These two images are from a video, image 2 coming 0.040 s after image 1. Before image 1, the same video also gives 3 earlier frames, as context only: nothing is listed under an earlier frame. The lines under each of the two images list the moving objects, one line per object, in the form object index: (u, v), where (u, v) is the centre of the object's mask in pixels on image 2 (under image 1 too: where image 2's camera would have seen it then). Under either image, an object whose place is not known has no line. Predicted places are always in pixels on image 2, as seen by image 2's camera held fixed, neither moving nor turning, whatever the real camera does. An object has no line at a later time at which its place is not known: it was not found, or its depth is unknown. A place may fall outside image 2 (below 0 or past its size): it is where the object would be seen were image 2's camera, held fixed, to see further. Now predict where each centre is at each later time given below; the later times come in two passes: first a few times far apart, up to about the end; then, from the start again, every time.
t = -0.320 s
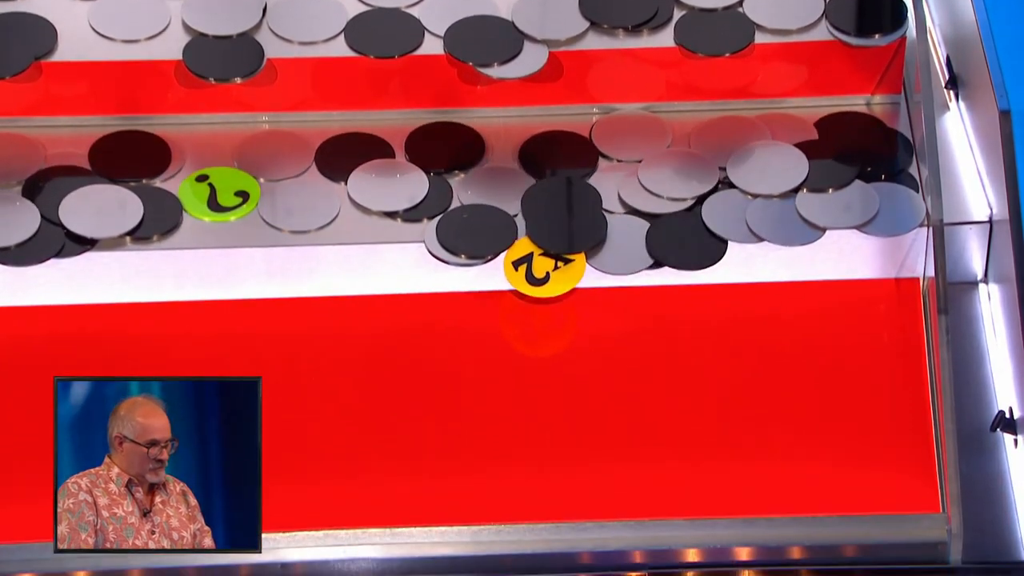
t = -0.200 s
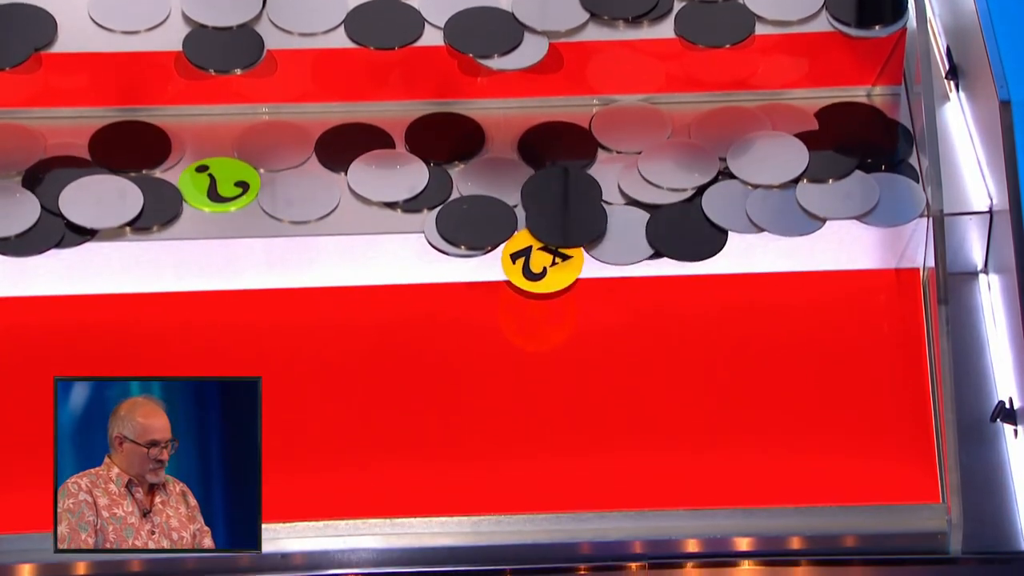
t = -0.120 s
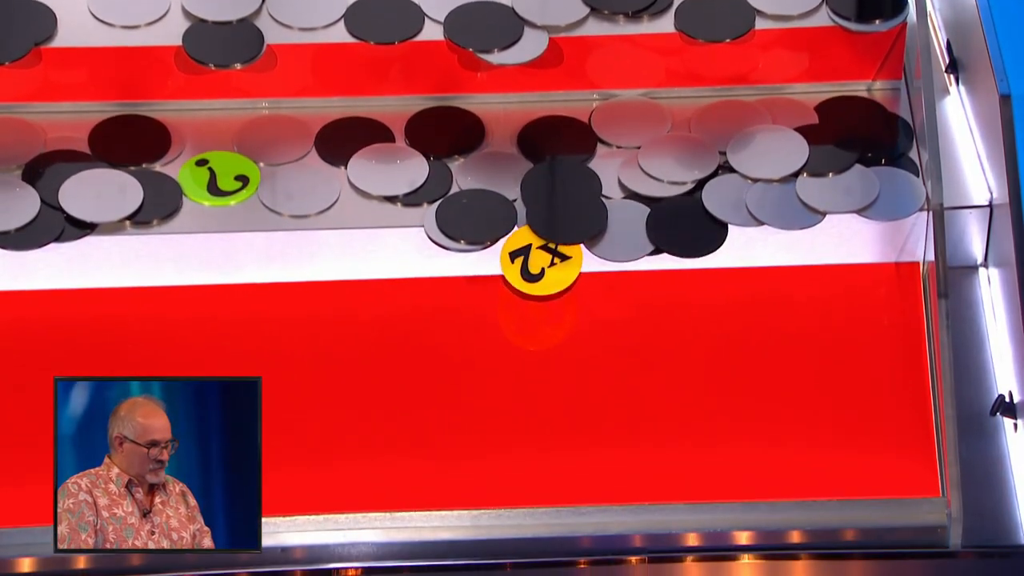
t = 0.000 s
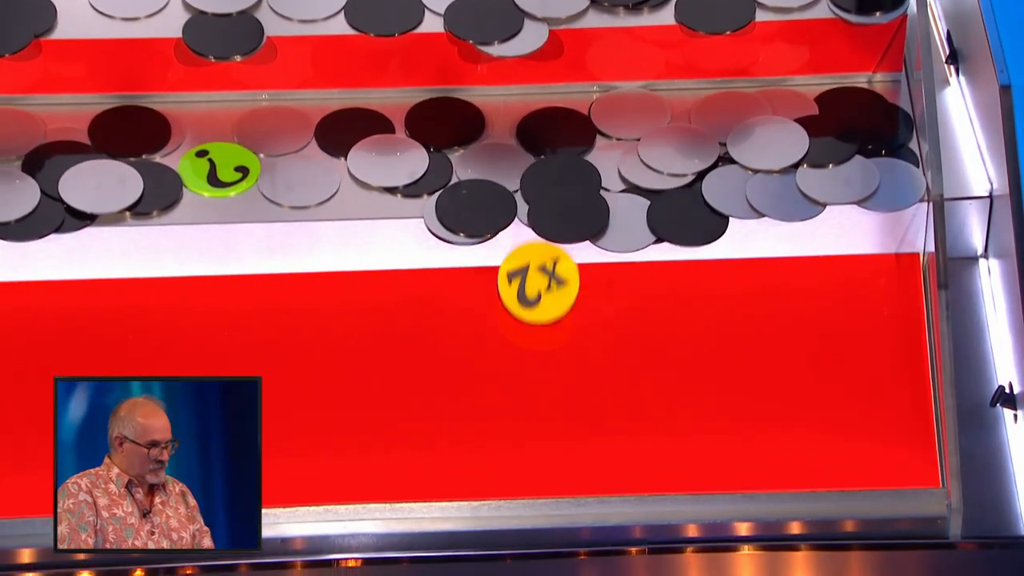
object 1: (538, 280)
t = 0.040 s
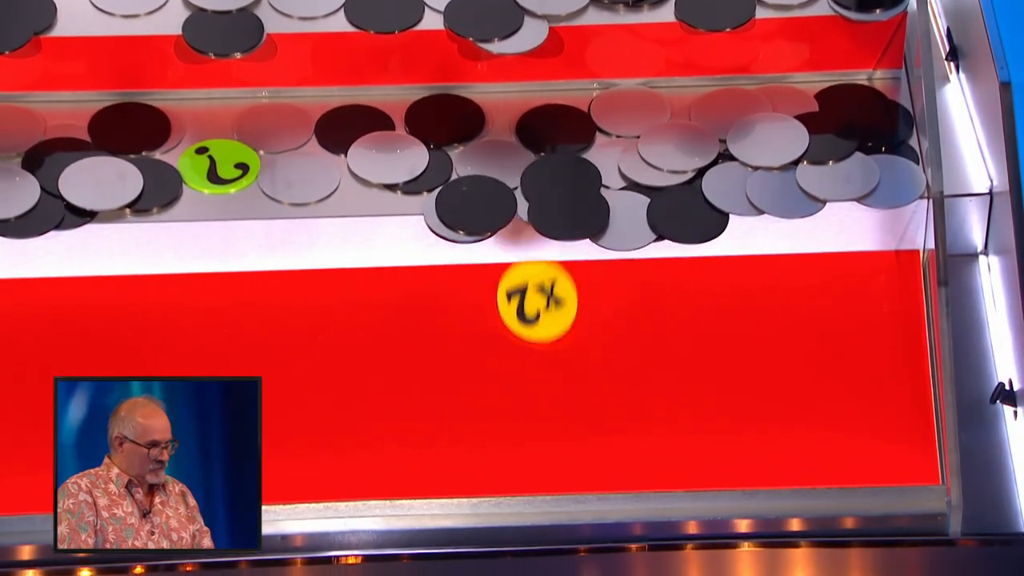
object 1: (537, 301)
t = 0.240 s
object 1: (538, 436)
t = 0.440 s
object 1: (536, 433)
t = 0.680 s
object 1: (582, 470)
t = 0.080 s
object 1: (536, 323)
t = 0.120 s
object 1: (536, 351)
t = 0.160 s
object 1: (537, 375)
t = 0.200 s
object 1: (538, 403)
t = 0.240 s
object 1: (538, 436)
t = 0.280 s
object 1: (539, 462)
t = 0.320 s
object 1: (538, 455)
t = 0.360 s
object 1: (537, 443)
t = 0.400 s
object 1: (536, 436)
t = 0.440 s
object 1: (536, 433)
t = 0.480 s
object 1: (538, 437)
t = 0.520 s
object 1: (552, 456)
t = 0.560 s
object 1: (565, 468)
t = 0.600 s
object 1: (570, 467)
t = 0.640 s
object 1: (575, 468)
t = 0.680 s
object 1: (582, 470)
